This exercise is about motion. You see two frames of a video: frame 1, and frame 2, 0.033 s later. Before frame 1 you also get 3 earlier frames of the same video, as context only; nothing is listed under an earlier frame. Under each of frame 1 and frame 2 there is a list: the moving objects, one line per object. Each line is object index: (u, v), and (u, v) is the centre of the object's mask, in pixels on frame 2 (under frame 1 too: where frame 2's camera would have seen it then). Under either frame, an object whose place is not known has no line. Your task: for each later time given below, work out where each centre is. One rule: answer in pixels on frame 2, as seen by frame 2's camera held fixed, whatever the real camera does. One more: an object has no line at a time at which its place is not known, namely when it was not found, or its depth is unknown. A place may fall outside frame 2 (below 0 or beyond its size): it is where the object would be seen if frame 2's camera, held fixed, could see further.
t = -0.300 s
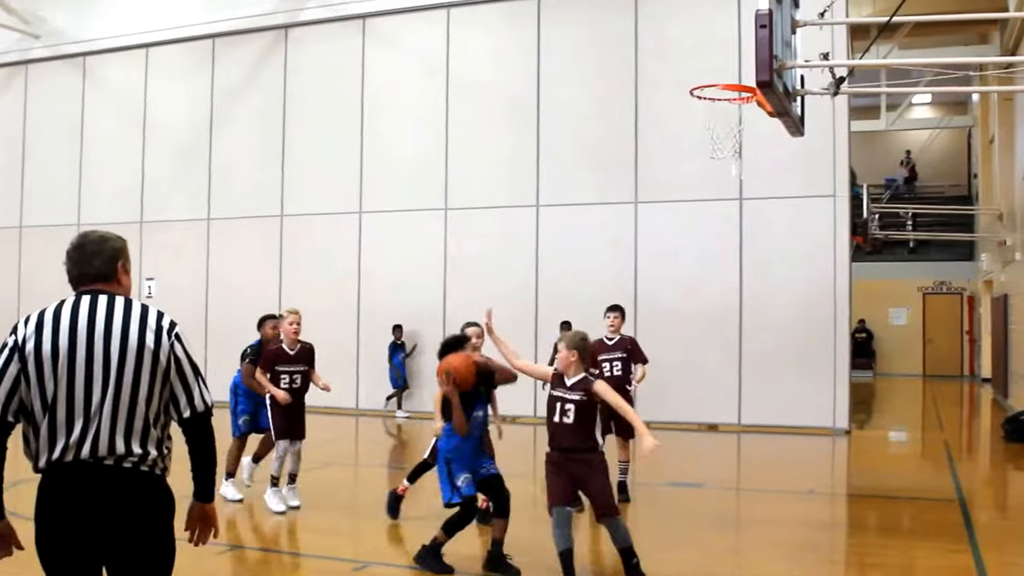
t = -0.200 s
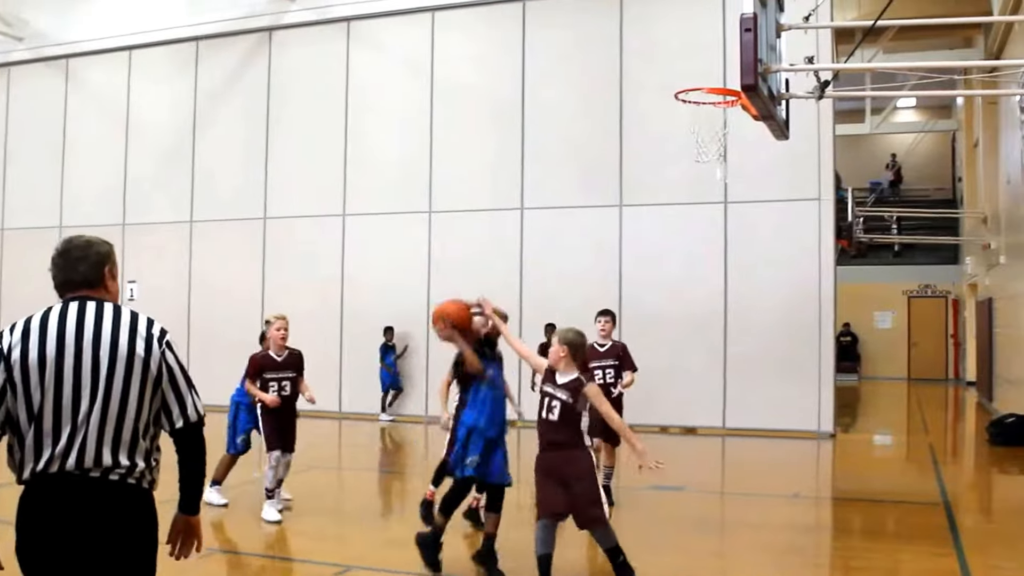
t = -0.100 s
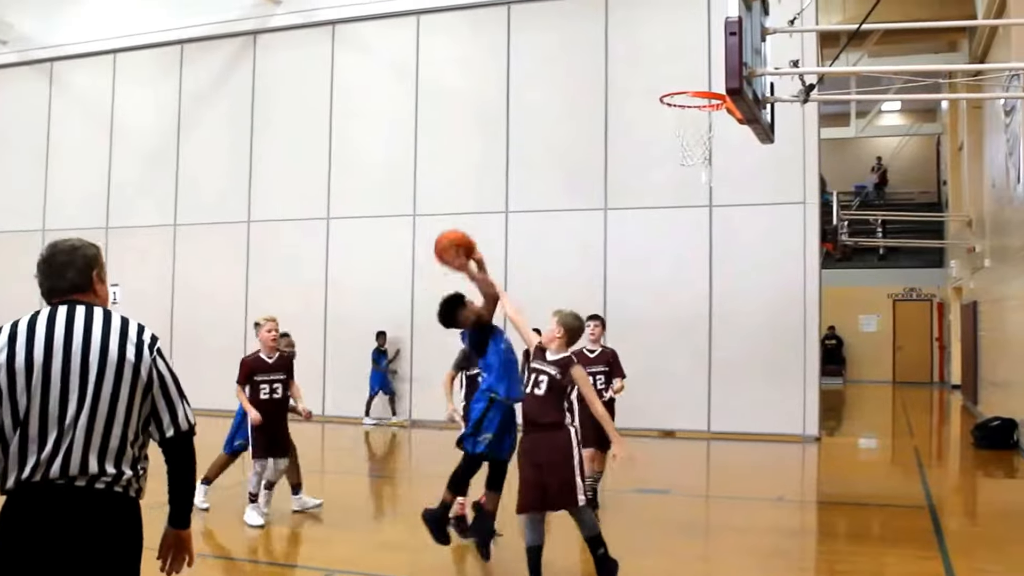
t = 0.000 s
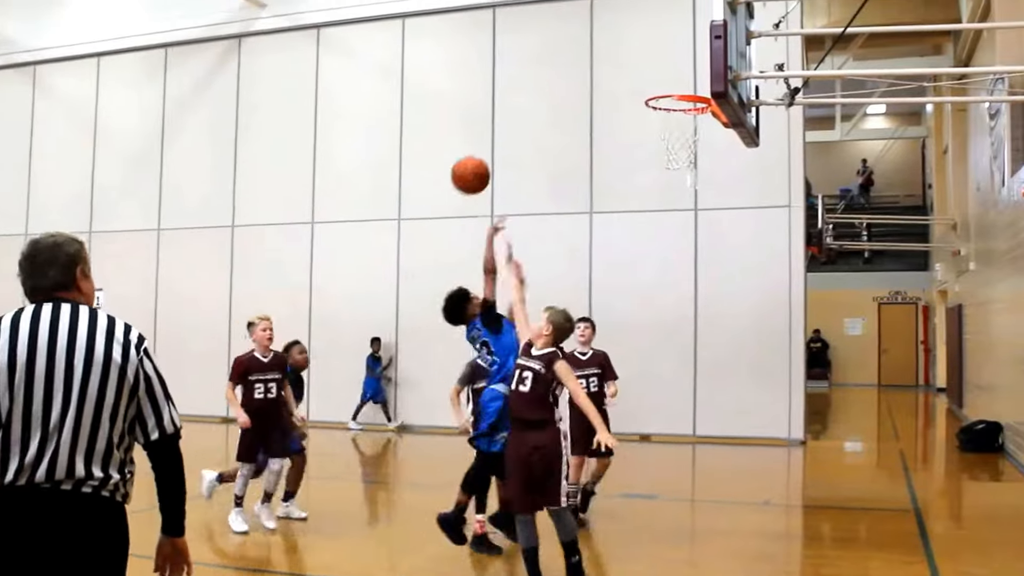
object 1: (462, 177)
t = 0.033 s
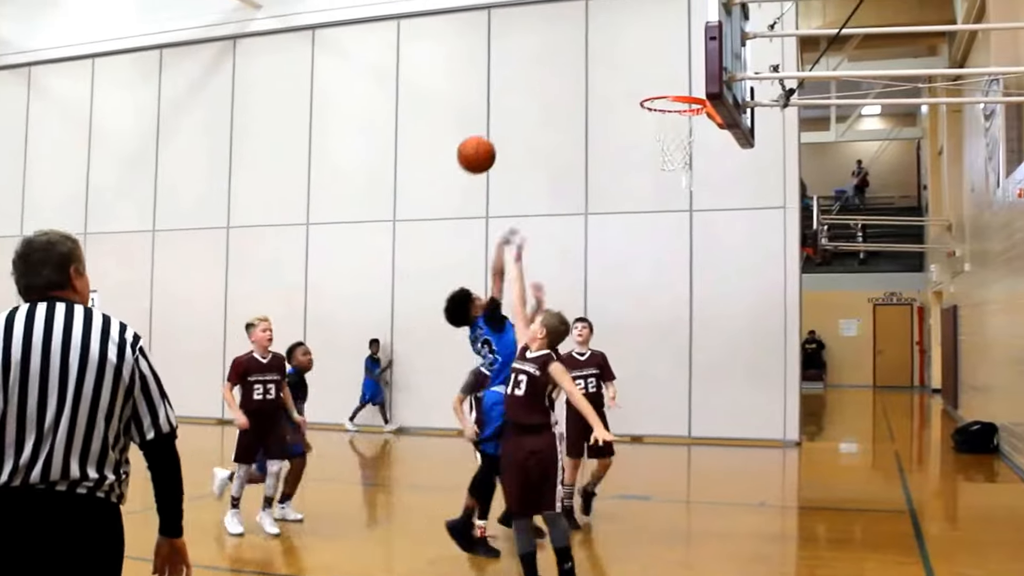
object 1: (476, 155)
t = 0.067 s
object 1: (488, 134)
